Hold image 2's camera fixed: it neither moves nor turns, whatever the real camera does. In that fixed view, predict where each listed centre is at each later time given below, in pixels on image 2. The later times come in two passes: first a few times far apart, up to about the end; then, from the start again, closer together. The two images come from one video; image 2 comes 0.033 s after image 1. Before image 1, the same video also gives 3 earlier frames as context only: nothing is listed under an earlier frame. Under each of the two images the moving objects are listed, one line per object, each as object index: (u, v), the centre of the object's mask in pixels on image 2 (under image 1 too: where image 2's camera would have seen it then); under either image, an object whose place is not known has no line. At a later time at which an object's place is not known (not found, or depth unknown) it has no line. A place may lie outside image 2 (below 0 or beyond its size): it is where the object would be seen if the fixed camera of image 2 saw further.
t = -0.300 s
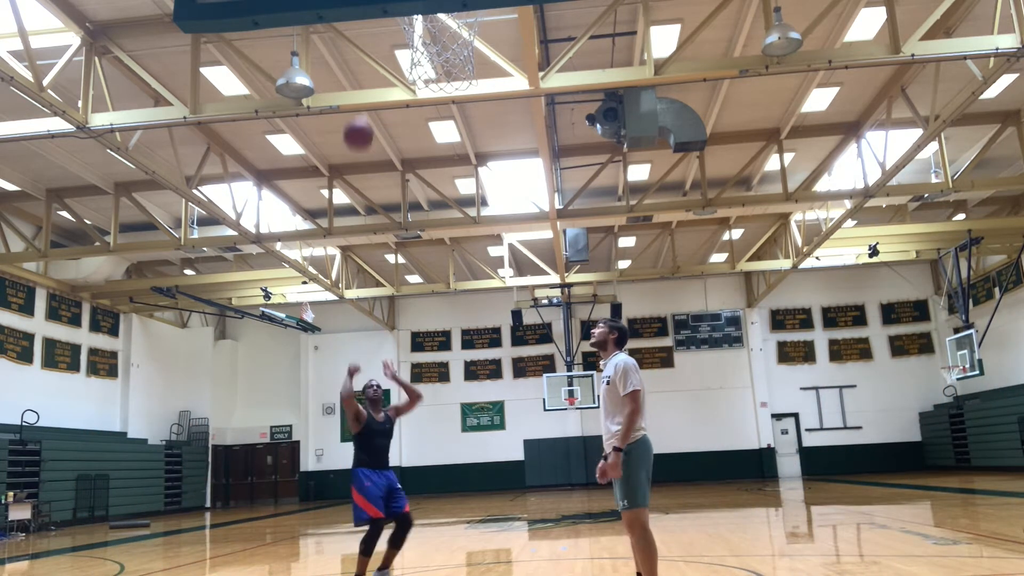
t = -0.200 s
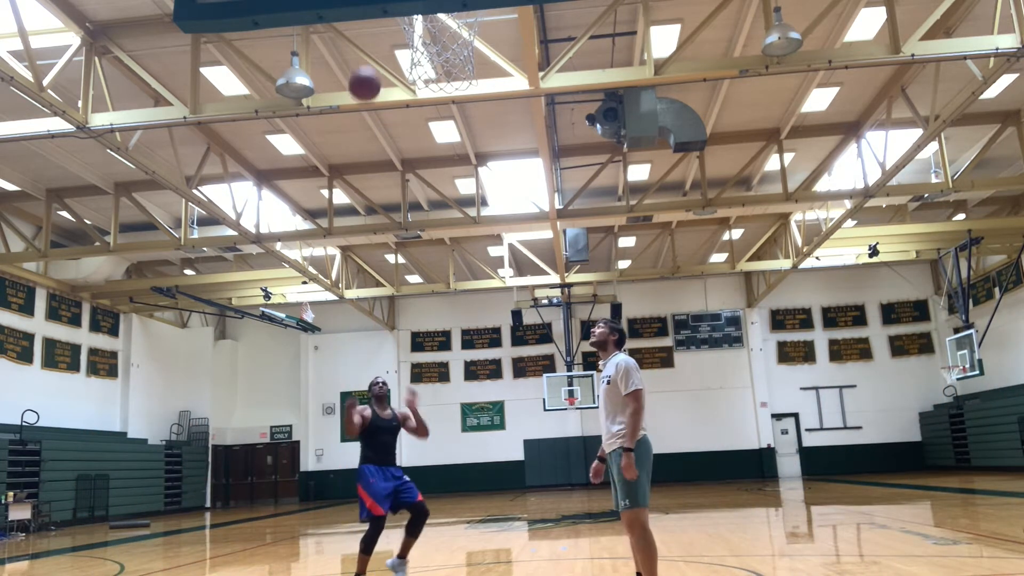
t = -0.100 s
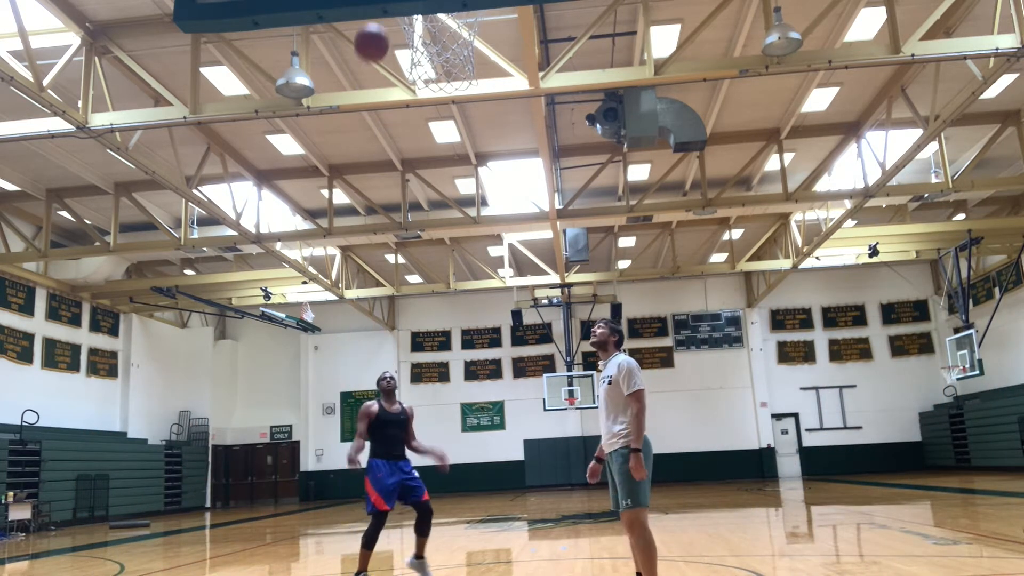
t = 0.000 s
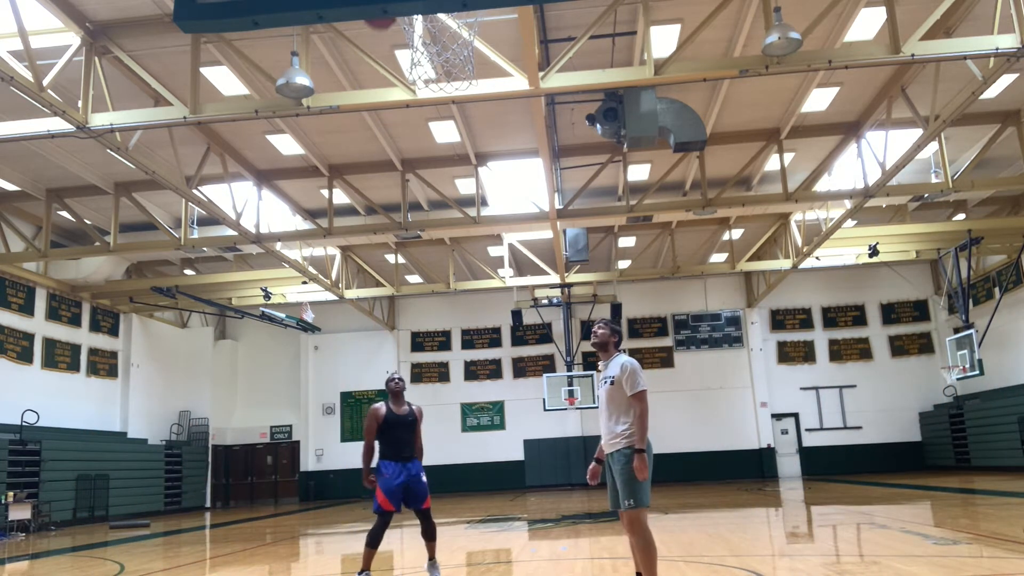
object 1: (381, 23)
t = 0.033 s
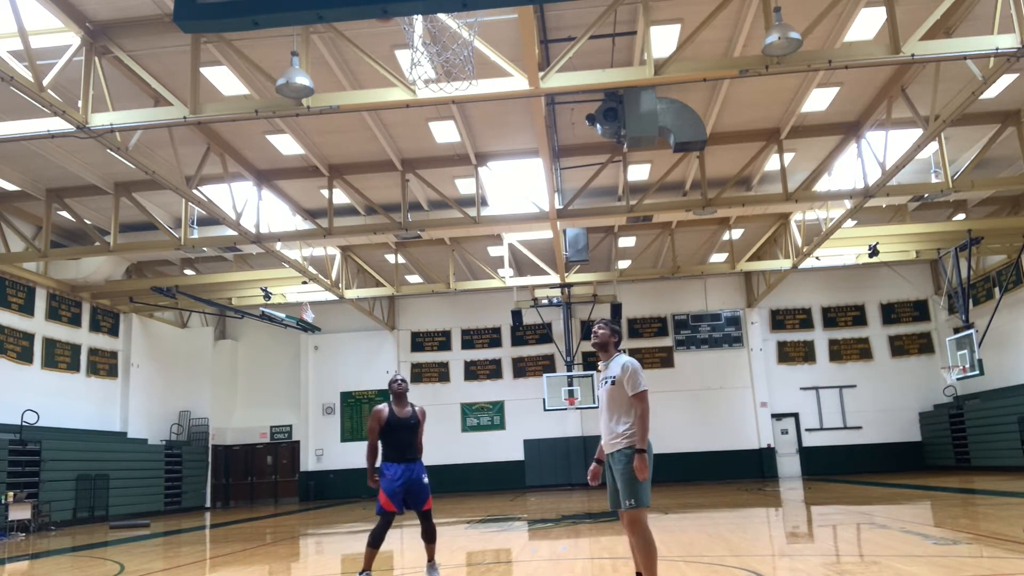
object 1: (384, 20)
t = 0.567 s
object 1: (478, 49)
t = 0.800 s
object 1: (467, 94)
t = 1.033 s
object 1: (454, 230)
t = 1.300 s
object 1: (448, 513)
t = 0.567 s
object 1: (478, 49)
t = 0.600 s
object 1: (478, 52)
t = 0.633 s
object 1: (478, 55)
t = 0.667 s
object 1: (476, 57)
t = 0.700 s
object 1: (473, 63)
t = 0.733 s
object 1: (470, 70)
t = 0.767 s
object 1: (469, 80)
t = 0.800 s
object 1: (467, 94)
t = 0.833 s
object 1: (465, 107)
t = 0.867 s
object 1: (464, 122)
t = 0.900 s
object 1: (462, 138)
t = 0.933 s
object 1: (460, 159)
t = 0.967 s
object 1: (458, 181)
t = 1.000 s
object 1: (456, 205)
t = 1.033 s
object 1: (454, 230)
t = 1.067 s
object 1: (454, 258)
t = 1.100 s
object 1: (453, 288)
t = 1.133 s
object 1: (452, 320)
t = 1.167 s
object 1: (451, 358)
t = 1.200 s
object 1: (449, 393)
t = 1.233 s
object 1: (448, 432)
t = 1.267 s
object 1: (448, 475)
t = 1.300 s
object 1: (448, 513)
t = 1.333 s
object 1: (448, 556)
